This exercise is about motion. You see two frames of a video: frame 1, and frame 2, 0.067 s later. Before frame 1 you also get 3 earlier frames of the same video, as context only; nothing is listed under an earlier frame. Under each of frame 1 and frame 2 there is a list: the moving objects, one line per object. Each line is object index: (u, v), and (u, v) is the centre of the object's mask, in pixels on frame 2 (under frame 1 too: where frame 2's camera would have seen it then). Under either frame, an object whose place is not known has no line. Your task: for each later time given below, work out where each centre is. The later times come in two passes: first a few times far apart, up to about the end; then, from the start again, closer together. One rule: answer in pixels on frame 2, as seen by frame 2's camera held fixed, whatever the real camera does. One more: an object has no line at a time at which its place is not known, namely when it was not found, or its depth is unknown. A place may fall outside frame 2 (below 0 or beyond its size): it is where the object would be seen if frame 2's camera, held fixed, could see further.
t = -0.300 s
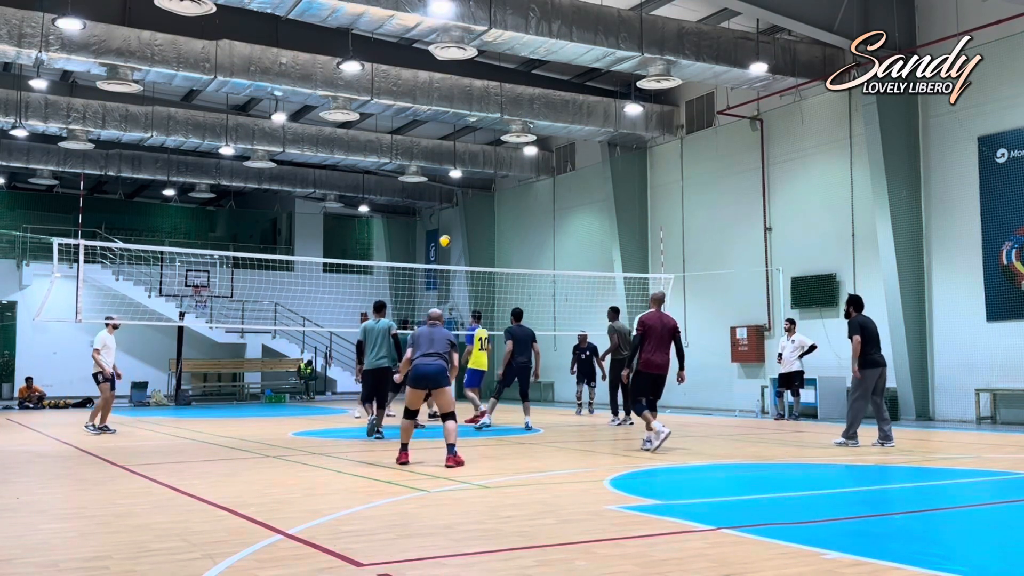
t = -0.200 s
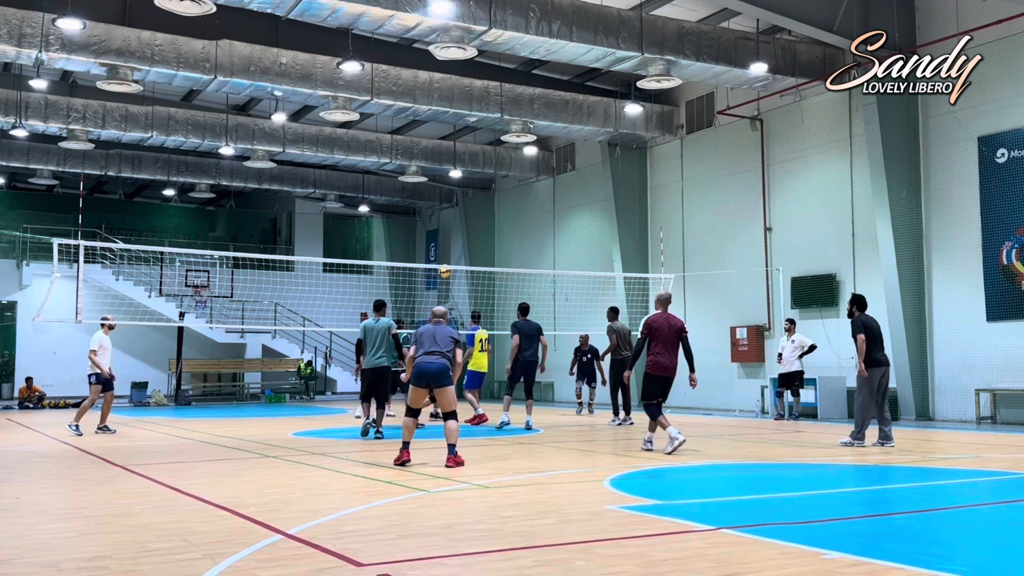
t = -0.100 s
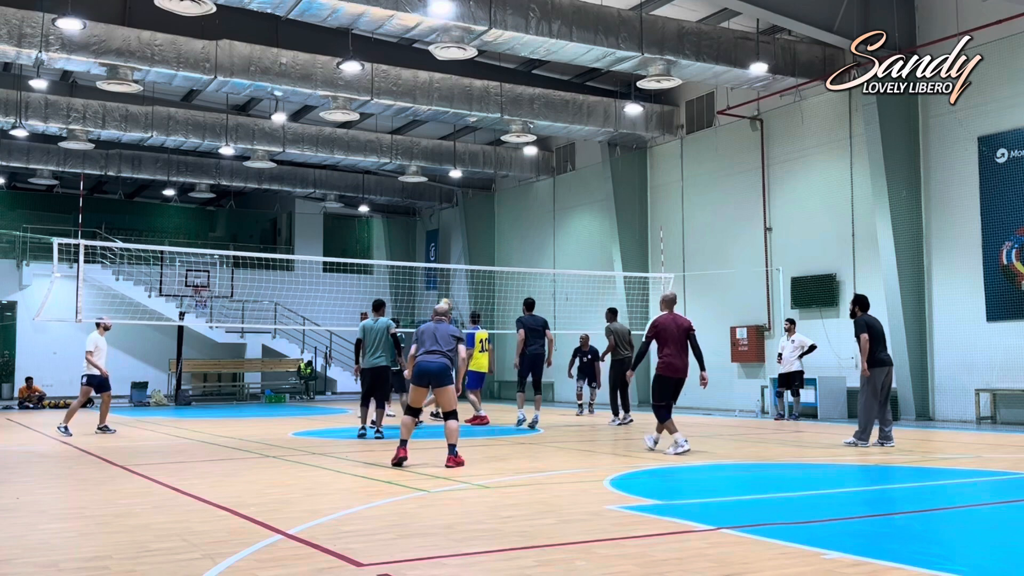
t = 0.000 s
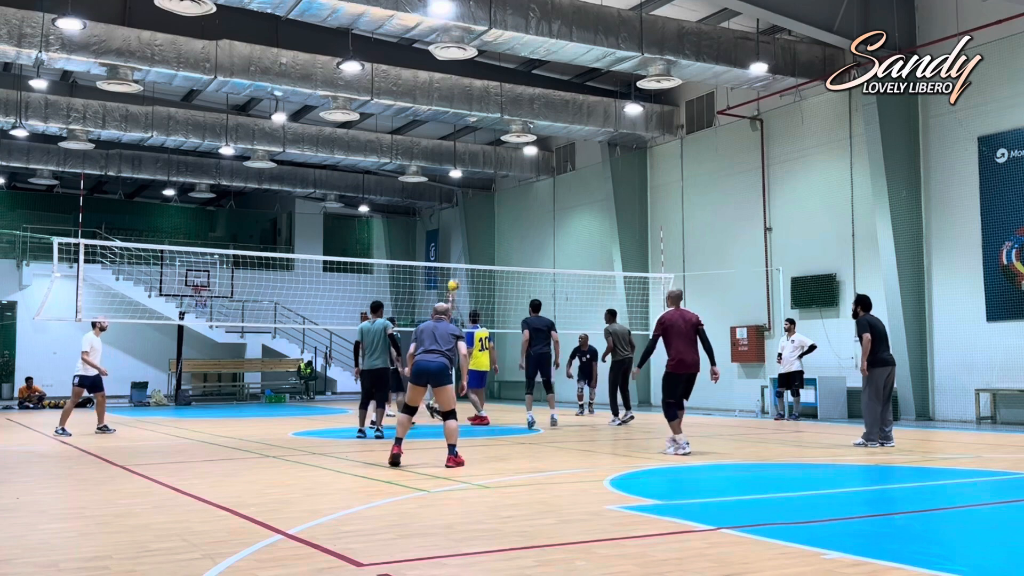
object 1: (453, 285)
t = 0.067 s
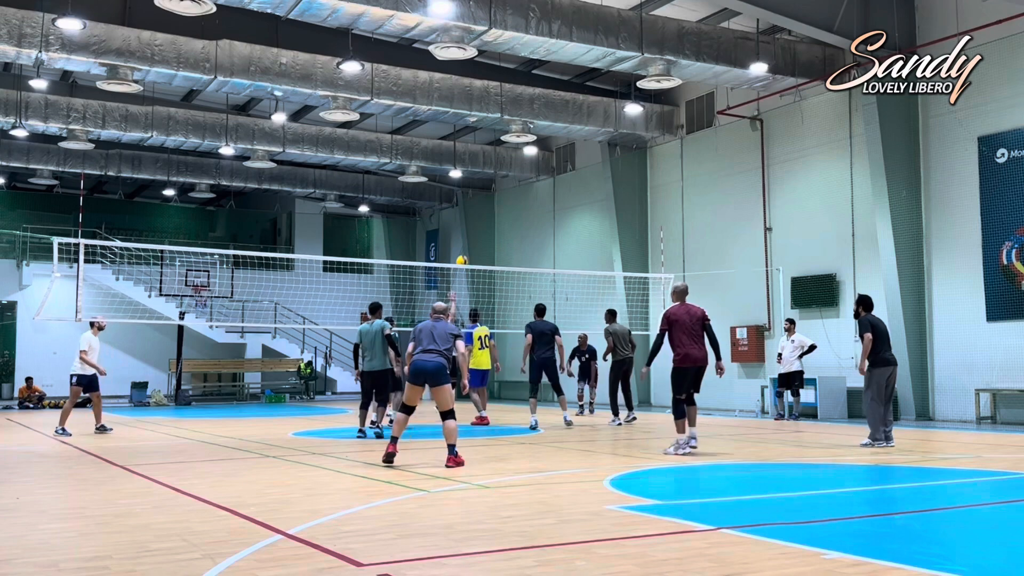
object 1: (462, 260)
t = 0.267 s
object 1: (487, 207)
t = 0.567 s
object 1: (522, 169)
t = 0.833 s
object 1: (552, 177)
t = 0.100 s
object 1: (466, 250)
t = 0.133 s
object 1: (470, 240)
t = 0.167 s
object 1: (475, 230)
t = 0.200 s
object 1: (479, 222)
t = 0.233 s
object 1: (483, 214)
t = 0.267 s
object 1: (487, 207)
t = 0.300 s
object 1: (491, 200)
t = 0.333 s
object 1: (495, 194)
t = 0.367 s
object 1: (499, 189)
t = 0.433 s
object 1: (506, 180)
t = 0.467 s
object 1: (510, 177)
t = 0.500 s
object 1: (514, 173)
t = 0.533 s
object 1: (518, 171)
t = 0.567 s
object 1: (522, 169)
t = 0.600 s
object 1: (526, 168)
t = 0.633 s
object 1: (529, 167)
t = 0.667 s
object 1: (533, 167)
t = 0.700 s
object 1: (537, 168)
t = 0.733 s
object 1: (541, 169)
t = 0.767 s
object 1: (545, 171)
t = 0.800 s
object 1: (548, 173)
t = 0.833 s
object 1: (552, 177)
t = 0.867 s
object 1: (556, 181)
